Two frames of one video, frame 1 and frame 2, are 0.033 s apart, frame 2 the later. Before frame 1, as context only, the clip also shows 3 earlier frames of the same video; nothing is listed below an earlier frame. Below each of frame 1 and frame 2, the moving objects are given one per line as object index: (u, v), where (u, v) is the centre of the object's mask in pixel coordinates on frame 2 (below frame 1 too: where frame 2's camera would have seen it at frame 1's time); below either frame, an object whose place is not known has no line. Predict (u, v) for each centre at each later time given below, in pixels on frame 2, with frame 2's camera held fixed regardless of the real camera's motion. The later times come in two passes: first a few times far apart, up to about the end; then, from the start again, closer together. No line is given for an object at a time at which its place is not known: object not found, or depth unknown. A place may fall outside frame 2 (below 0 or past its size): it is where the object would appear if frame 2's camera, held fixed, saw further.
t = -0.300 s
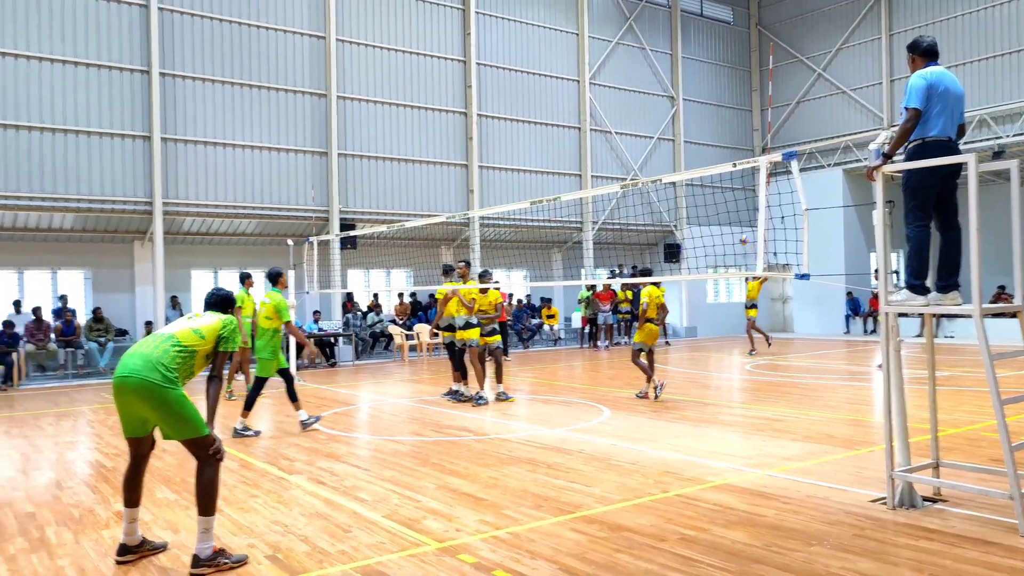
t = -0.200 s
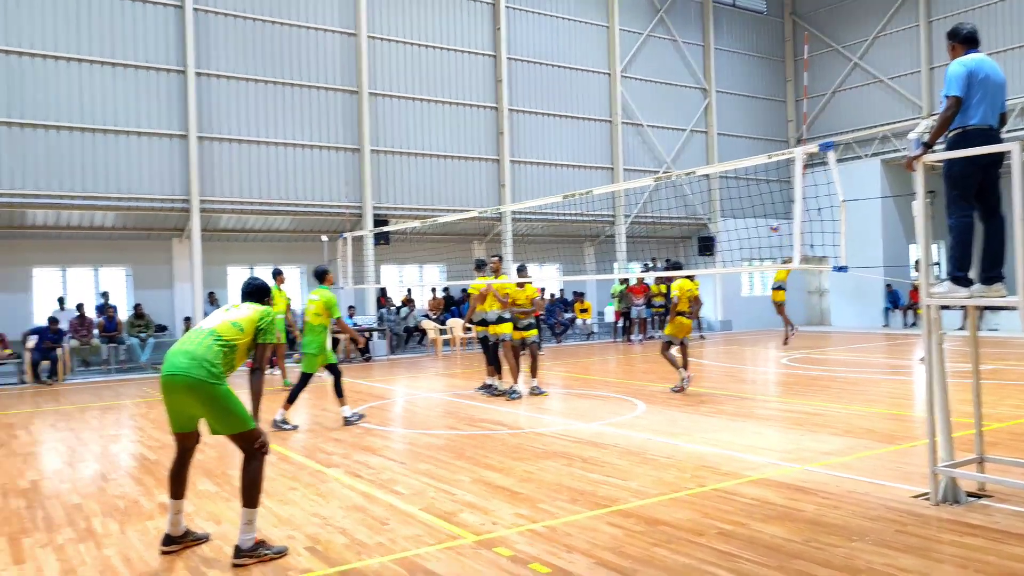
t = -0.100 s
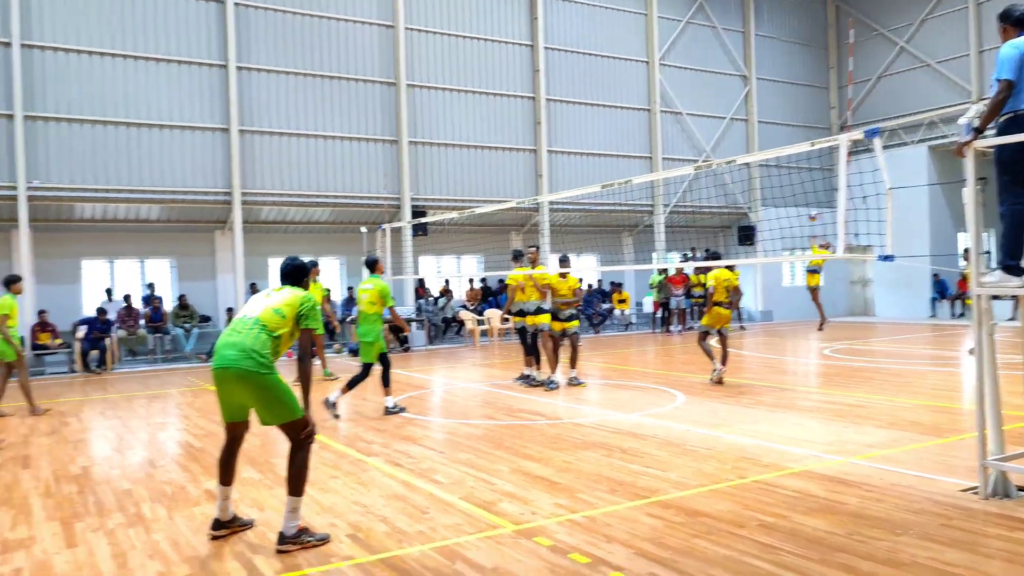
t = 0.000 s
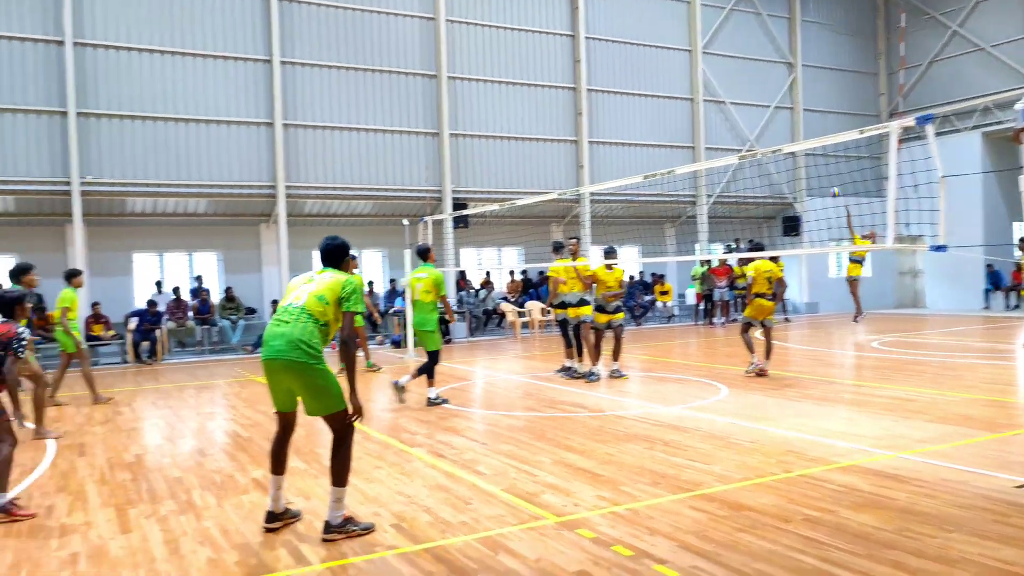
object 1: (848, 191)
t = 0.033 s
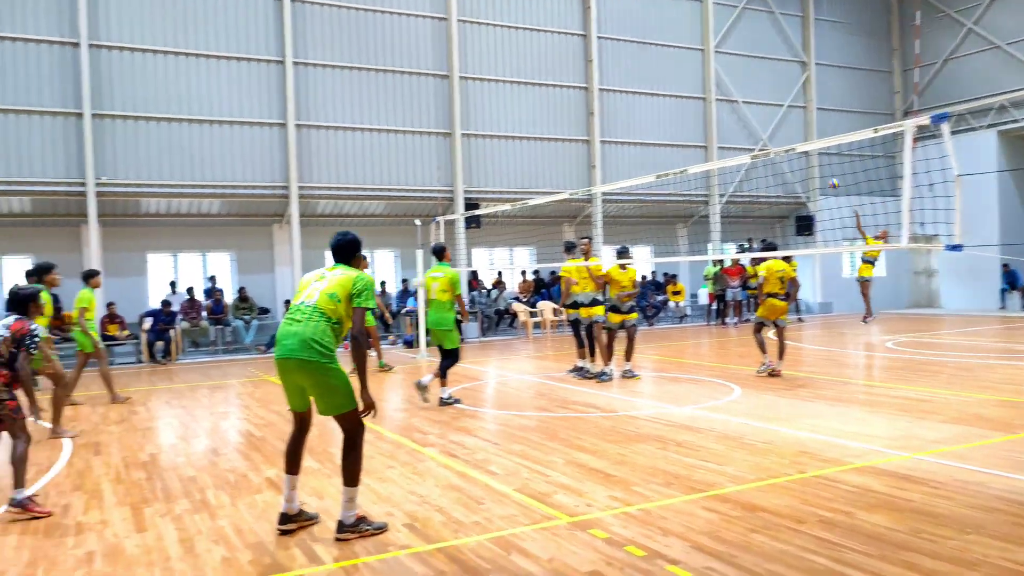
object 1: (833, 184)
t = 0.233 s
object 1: (743, 141)
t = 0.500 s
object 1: (595, 108)
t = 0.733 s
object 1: (442, 115)
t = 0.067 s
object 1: (820, 176)
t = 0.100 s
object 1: (805, 168)
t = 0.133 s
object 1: (791, 161)
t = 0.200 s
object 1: (760, 147)
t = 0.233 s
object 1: (743, 141)
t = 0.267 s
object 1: (726, 134)
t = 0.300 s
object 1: (708, 128)
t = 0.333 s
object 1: (690, 123)
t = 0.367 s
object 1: (672, 119)
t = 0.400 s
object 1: (654, 116)
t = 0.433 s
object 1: (635, 113)
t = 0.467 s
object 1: (615, 110)
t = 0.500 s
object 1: (595, 108)
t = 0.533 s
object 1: (575, 107)
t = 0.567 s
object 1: (554, 107)
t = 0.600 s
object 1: (532, 107)
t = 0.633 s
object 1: (511, 108)
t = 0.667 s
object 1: (489, 110)
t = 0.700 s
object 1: (466, 112)
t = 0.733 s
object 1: (442, 115)
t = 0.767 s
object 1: (418, 118)
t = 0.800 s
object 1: (393, 123)
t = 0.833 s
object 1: (367, 129)
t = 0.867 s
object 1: (340, 135)
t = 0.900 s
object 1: (313, 143)
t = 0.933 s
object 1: (284, 152)
